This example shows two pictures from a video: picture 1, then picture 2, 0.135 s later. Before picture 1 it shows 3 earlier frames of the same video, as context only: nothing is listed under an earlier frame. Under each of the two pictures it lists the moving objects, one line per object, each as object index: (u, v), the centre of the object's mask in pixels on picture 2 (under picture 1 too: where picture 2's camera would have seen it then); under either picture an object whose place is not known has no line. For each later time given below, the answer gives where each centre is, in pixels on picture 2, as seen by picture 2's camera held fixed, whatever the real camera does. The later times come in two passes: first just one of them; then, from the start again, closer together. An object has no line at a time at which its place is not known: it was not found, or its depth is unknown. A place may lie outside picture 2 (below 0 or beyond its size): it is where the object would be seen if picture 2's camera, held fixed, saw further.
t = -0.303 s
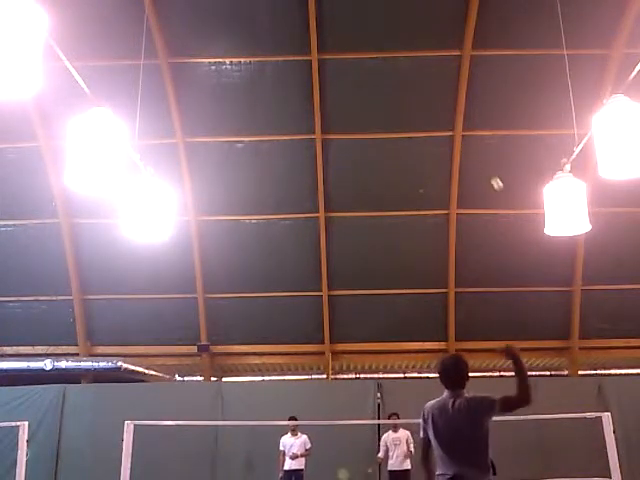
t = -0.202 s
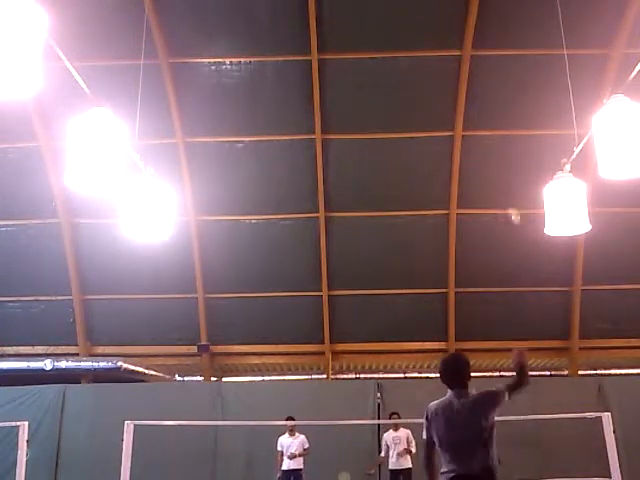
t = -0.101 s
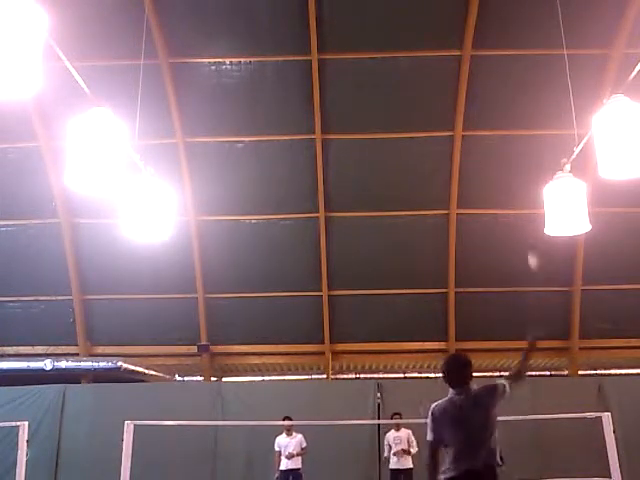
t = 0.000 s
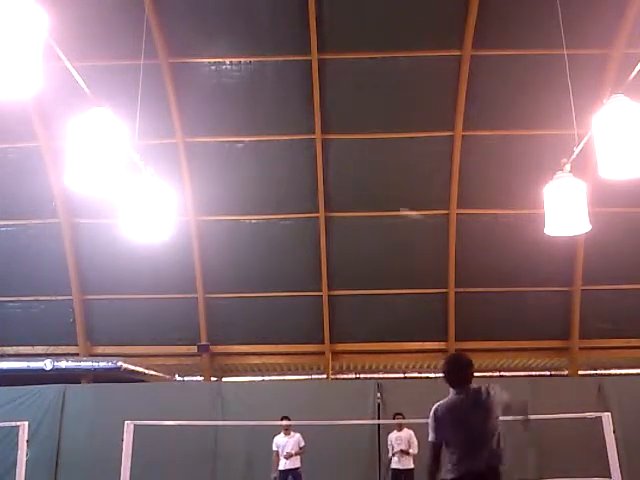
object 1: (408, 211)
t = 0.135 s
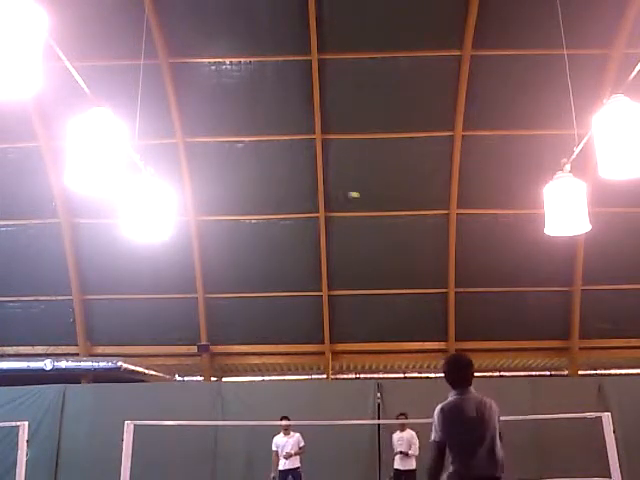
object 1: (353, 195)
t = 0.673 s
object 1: (299, 247)
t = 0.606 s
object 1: (301, 234)
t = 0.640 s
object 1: (300, 239)
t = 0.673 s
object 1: (299, 247)
